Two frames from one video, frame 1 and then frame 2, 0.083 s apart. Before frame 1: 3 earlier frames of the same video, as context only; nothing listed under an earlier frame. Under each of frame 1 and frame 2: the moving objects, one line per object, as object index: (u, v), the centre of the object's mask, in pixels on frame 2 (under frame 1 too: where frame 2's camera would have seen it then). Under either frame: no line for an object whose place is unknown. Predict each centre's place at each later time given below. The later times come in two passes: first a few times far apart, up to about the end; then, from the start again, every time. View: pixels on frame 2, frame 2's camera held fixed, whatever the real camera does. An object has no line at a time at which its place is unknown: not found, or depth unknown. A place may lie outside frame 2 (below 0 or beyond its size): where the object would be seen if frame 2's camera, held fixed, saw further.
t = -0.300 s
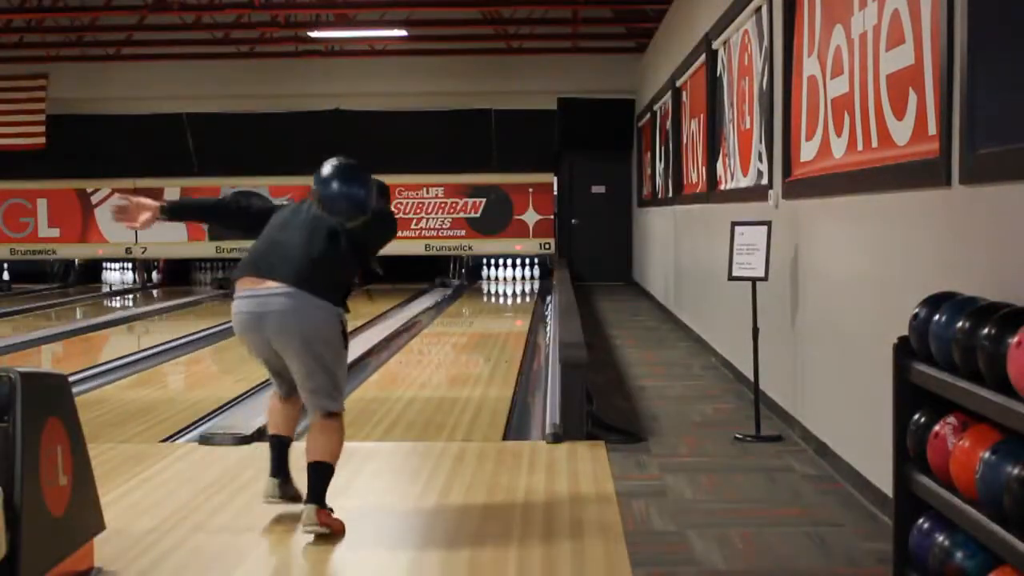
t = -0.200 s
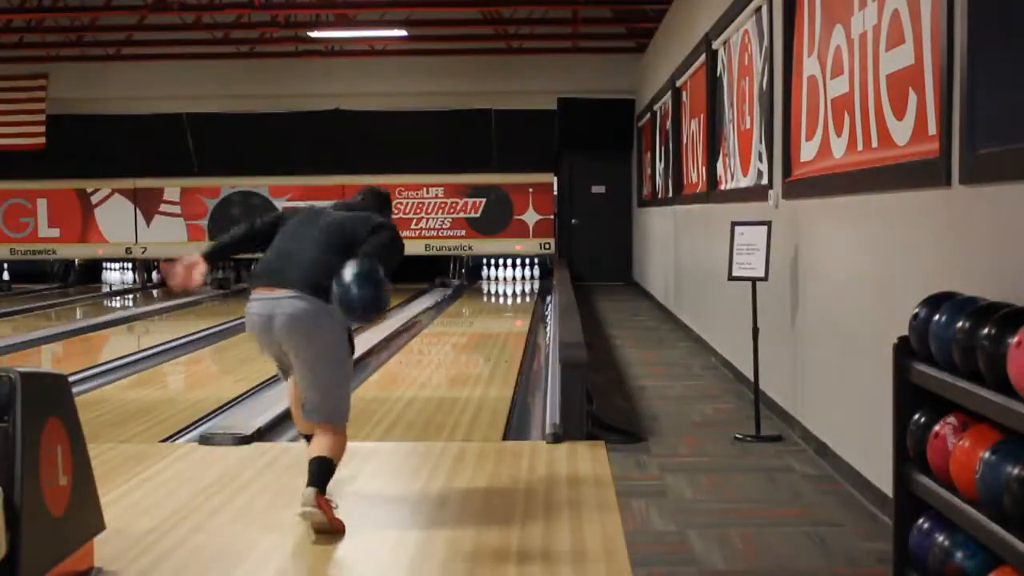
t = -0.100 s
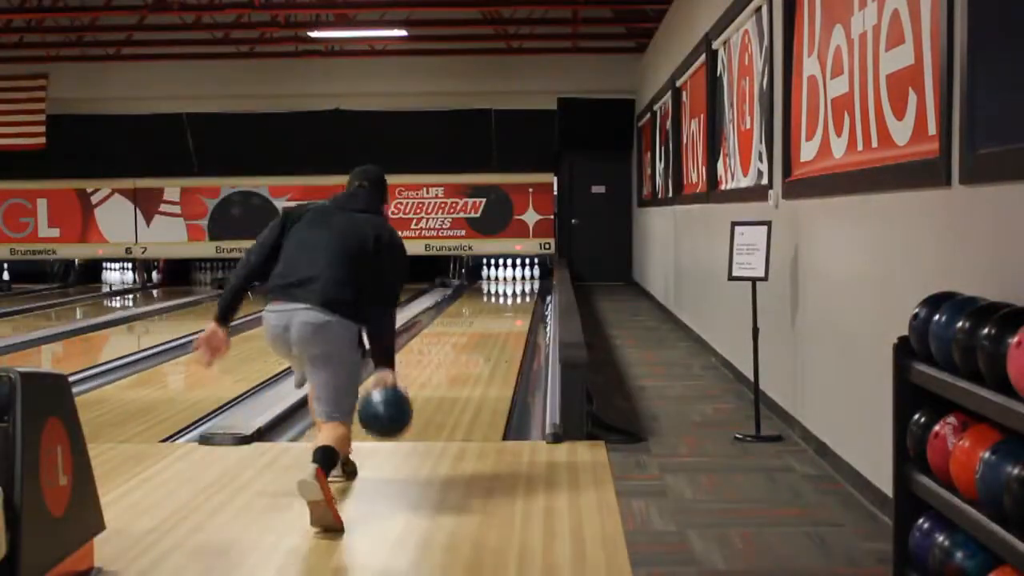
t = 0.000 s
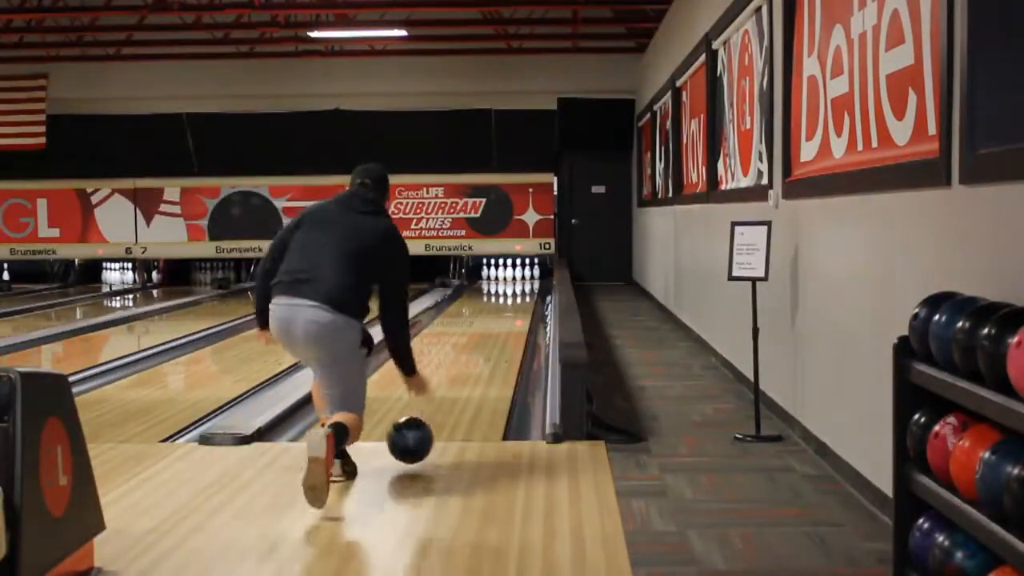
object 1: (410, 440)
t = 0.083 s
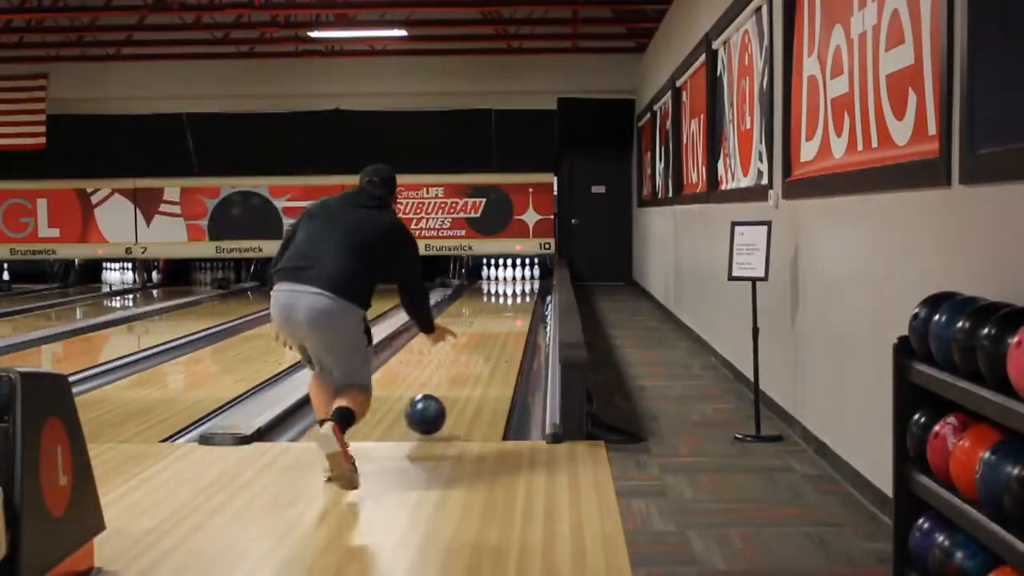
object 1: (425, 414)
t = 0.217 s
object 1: (444, 389)
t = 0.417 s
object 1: (463, 357)
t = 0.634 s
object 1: (478, 334)
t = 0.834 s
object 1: (487, 318)
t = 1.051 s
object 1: (495, 305)
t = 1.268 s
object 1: (500, 295)
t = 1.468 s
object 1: (505, 287)
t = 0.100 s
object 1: (428, 410)
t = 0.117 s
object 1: (430, 406)
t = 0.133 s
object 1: (433, 403)
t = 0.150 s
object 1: (435, 401)
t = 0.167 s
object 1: (438, 399)
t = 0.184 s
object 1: (440, 396)
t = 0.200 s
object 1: (442, 392)
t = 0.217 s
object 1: (444, 389)
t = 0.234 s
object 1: (446, 386)
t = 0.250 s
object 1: (448, 383)
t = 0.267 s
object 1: (450, 380)
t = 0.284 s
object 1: (451, 377)
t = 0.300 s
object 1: (453, 374)
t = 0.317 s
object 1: (455, 371)
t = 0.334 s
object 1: (456, 369)
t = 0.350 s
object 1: (458, 366)
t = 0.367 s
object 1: (459, 364)
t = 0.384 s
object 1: (461, 362)
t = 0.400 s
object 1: (462, 359)
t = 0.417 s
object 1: (463, 357)
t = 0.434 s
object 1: (465, 355)
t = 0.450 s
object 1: (466, 353)
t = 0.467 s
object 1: (467, 351)
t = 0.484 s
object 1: (468, 349)
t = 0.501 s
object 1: (469, 347)
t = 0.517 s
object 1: (471, 345)
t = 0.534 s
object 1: (472, 344)
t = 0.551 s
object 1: (473, 342)
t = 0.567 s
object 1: (474, 340)
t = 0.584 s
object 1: (475, 338)
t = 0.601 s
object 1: (476, 337)
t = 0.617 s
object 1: (477, 335)
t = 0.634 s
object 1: (478, 334)
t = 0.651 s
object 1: (479, 332)
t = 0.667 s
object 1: (479, 331)
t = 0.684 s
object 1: (480, 329)
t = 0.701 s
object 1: (482, 328)
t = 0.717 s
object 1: (482, 326)
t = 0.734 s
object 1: (483, 325)
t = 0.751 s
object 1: (484, 324)
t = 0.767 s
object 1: (484, 322)
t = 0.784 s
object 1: (485, 321)
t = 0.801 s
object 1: (486, 320)
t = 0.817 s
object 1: (486, 319)
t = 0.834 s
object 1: (487, 318)
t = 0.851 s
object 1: (488, 317)
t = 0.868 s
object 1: (488, 316)
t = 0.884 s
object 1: (489, 315)
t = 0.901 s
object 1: (490, 313)
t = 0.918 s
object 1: (490, 312)
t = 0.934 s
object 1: (491, 311)
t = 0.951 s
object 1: (491, 310)
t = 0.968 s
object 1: (492, 309)
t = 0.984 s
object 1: (492, 309)
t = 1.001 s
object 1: (493, 308)
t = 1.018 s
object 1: (493, 307)
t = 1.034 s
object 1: (494, 306)
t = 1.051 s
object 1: (495, 305)
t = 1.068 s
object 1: (495, 303)
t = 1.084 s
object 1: (496, 303)
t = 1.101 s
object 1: (496, 302)
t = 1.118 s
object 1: (497, 301)
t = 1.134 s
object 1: (497, 300)
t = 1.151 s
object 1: (497, 299)
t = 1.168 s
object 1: (498, 299)
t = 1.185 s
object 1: (498, 298)
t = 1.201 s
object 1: (498, 298)
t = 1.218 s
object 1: (499, 297)
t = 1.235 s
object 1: (499, 296)
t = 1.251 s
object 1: (500, 296)
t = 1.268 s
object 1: (500, 295)
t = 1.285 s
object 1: (500, 294)
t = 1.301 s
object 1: (501, 293)
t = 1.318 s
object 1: (502, 293)
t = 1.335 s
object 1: (502, 292)
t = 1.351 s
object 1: (502, 292)
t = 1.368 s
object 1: (503, 291)
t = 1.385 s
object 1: (503, 290)
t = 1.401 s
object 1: (504, 290)
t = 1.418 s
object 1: (503, 290)
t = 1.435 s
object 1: (503, 289)
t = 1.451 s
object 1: (504, 288)
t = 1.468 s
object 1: (505, 287)
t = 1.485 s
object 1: (505, 287)
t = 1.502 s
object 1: (505, 286)
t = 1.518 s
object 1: (505, 286)
